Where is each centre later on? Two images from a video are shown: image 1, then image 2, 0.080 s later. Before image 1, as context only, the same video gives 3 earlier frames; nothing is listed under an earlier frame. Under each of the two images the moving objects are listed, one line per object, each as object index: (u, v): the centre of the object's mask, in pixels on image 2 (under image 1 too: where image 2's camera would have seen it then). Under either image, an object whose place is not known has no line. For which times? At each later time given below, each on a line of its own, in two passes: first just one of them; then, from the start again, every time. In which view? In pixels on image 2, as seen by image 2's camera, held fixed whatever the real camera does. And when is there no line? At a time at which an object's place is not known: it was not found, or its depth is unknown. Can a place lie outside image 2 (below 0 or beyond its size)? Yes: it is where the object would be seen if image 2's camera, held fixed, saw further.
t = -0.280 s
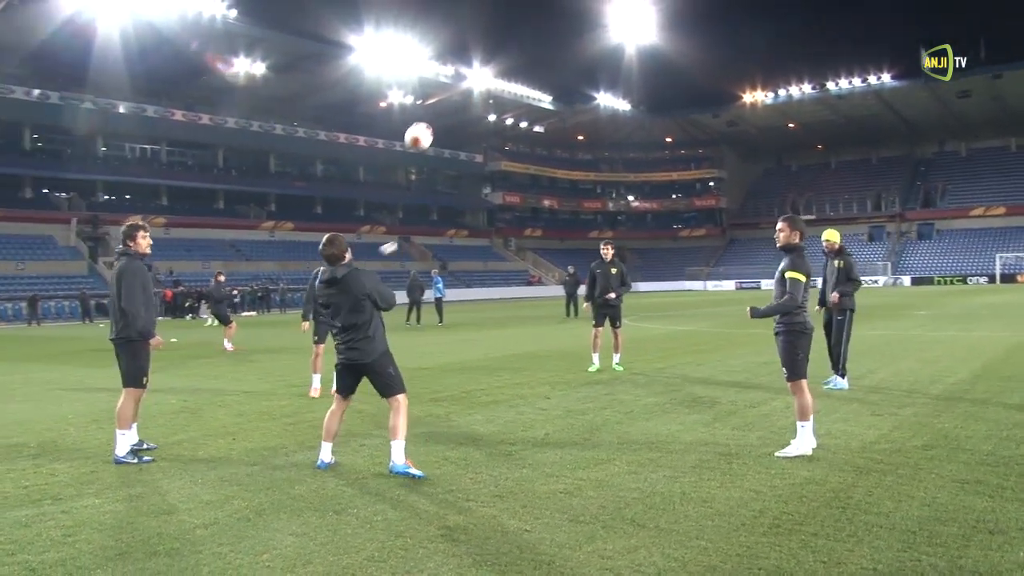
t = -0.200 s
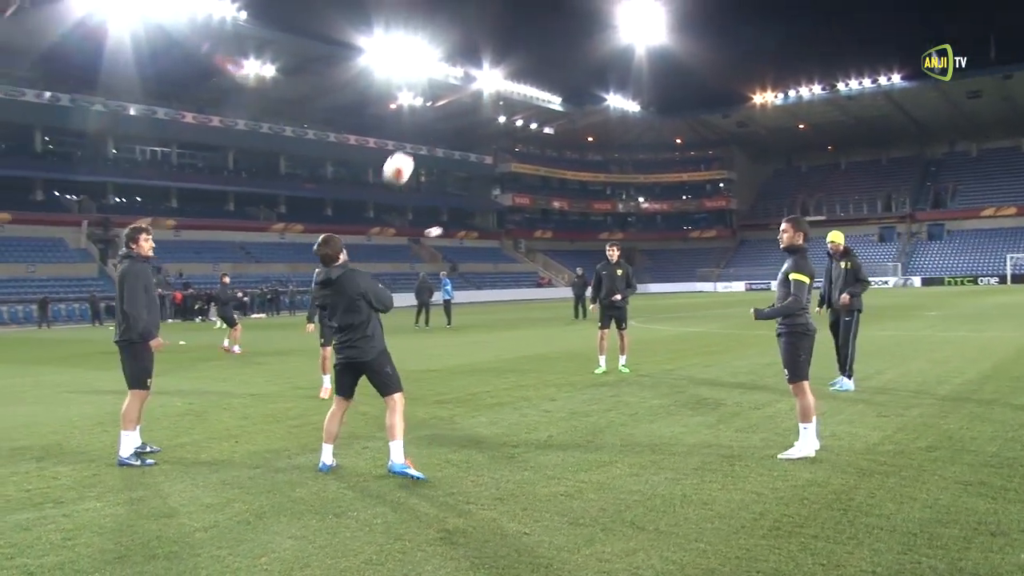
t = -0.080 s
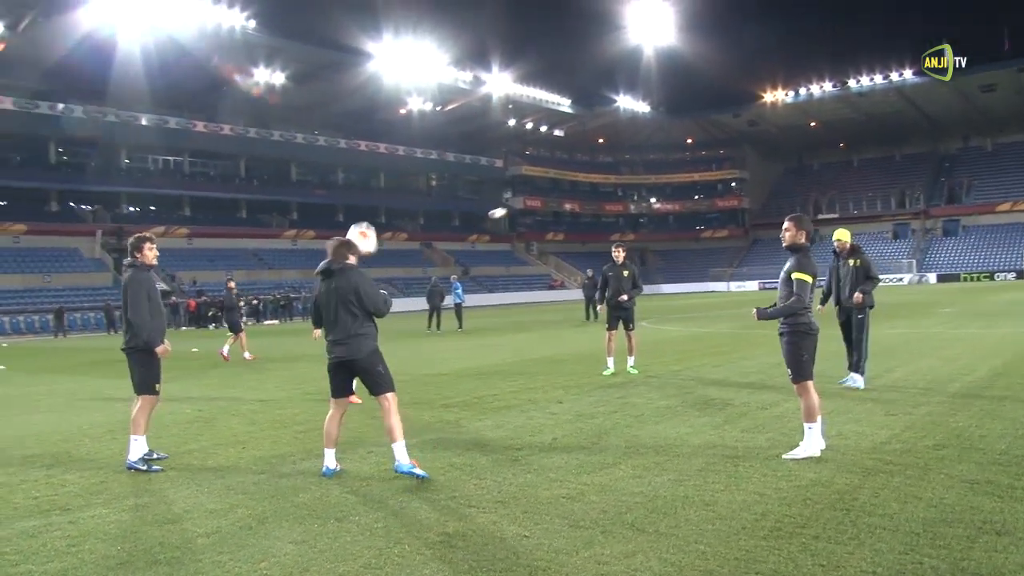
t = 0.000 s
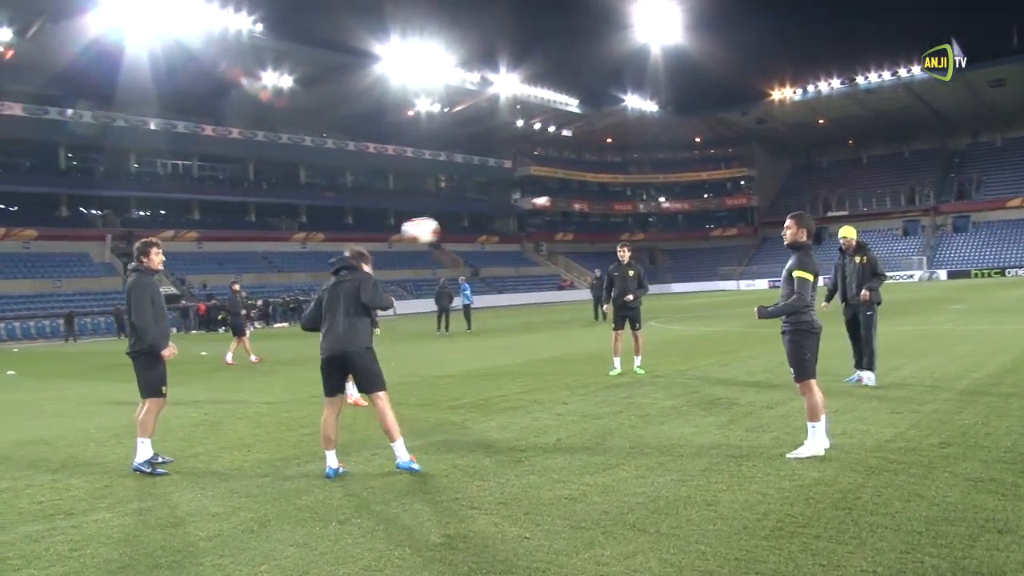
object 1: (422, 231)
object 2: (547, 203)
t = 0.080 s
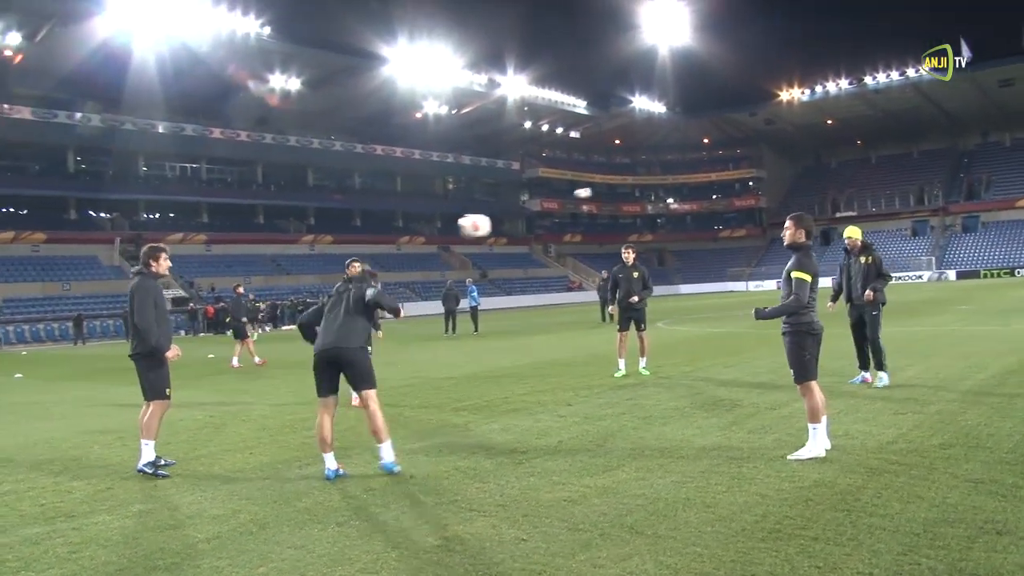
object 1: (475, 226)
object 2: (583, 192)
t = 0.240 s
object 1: (549, 232)
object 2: (652, 180)
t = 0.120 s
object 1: (496, 225)
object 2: (601, 189)
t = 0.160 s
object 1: (514, 226)
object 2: (617, 185)
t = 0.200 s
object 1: (532, 229)
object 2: (635, 182)
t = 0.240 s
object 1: (549, 232)
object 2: (652, 180)
